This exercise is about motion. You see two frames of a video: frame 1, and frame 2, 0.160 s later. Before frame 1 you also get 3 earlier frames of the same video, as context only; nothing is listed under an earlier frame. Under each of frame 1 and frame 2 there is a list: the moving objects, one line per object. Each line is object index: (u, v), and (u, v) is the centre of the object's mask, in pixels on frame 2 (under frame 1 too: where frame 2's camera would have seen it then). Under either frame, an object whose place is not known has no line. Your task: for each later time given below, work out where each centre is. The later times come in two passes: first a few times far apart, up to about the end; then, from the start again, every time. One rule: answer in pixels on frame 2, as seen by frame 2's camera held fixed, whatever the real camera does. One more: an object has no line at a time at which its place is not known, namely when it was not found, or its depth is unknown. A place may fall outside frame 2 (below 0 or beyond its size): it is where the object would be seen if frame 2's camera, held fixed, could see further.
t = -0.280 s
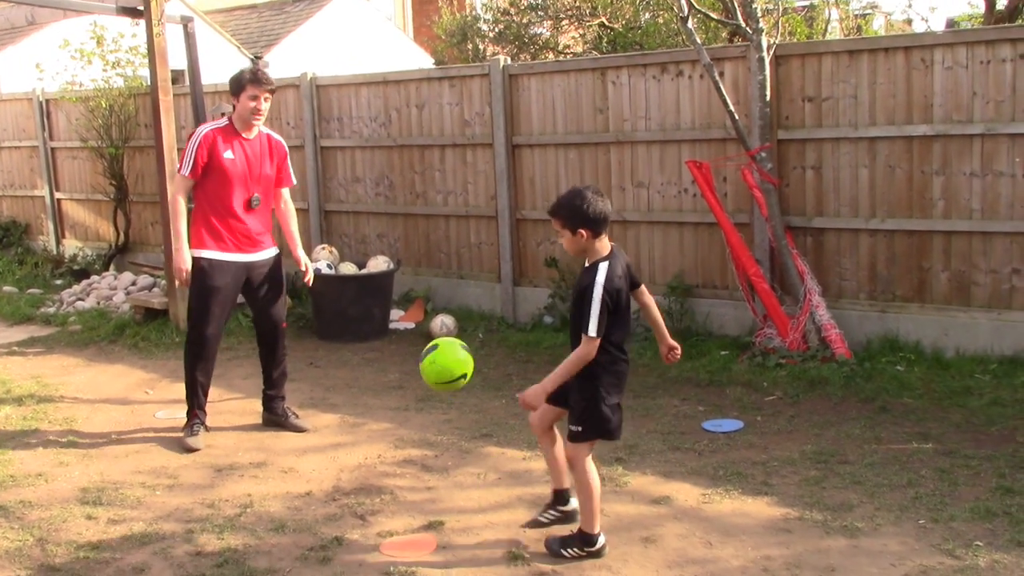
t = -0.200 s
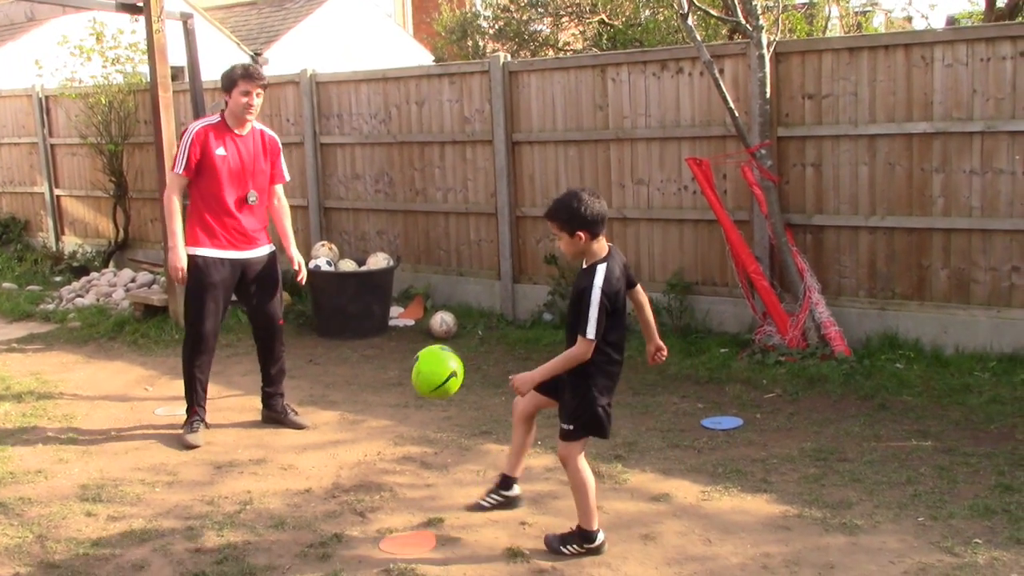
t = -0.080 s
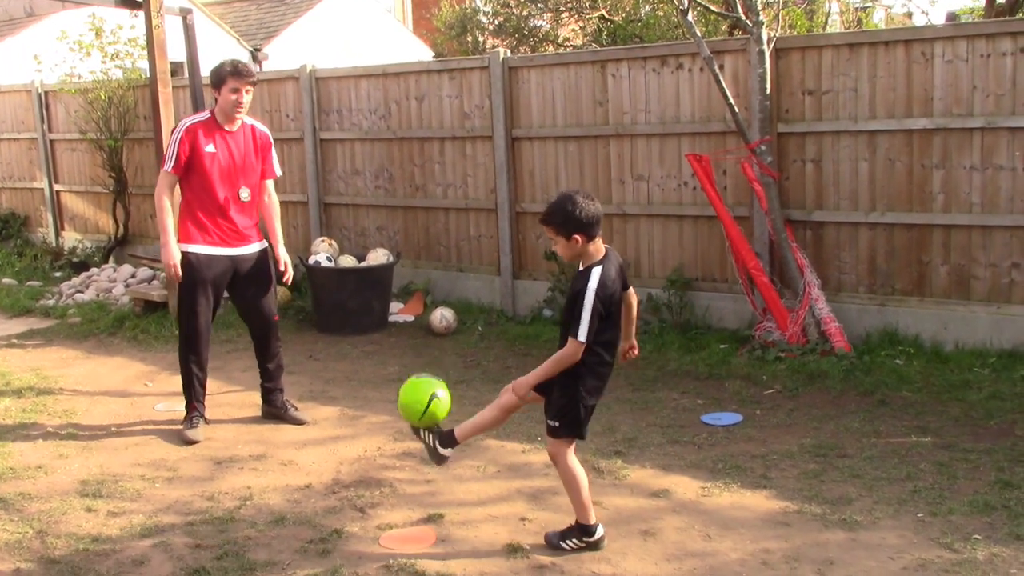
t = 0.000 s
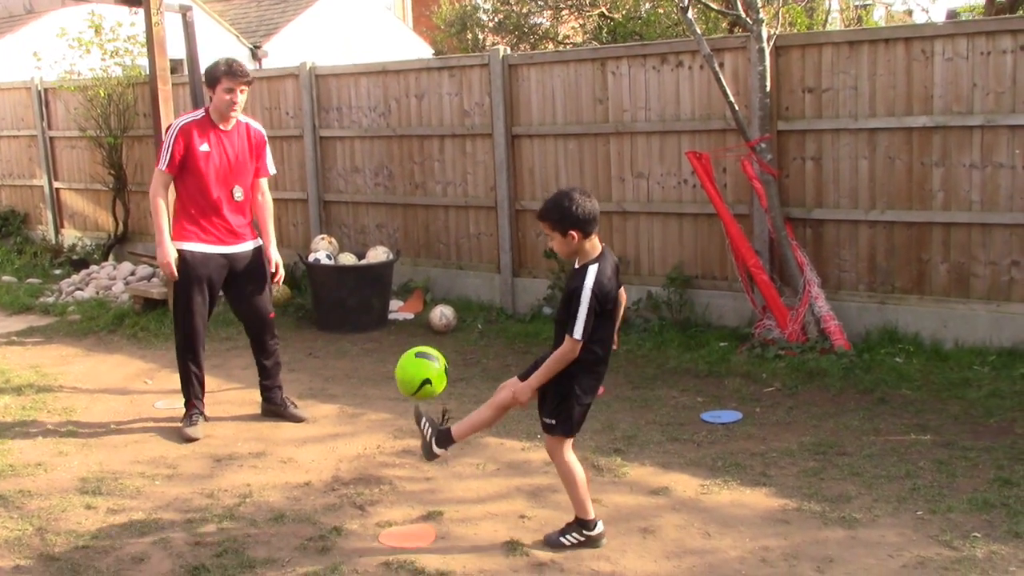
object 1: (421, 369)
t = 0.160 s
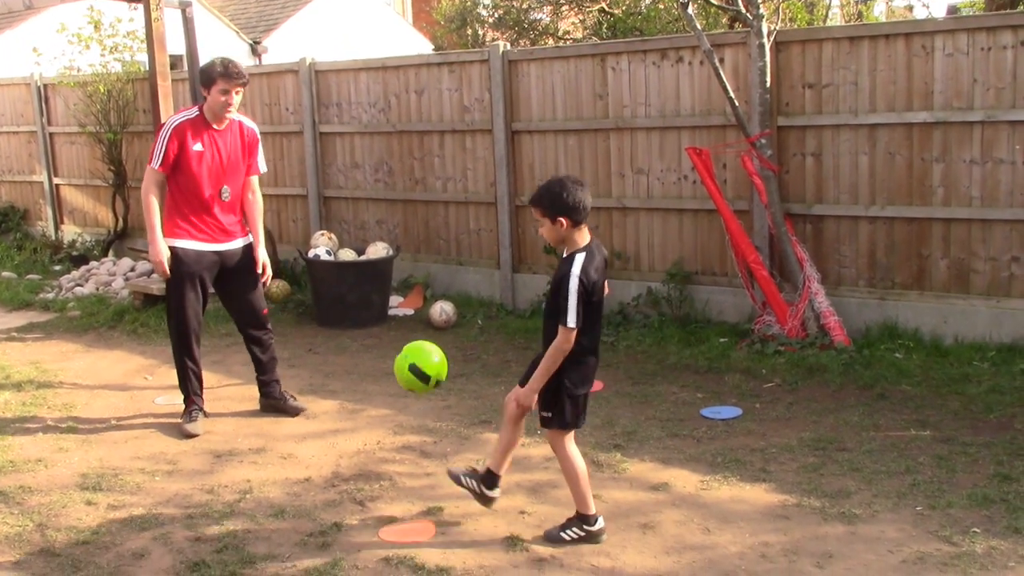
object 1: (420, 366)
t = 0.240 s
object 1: (422, 391)
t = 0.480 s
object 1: (412, 452)
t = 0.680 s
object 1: (383, 424)
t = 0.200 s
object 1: (421, 376)
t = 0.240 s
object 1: (422, 391)
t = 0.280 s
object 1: (423, 409)
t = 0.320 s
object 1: (424, 431)
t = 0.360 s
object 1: (424, 457)
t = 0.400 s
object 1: (425, 487)
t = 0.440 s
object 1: (419, 469)
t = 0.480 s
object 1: (412, 452)
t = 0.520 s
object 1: (406, 439)
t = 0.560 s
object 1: (400, 429)
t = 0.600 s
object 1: (394, 424)
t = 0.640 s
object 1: (388, 422)
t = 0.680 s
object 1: (383, 424)
